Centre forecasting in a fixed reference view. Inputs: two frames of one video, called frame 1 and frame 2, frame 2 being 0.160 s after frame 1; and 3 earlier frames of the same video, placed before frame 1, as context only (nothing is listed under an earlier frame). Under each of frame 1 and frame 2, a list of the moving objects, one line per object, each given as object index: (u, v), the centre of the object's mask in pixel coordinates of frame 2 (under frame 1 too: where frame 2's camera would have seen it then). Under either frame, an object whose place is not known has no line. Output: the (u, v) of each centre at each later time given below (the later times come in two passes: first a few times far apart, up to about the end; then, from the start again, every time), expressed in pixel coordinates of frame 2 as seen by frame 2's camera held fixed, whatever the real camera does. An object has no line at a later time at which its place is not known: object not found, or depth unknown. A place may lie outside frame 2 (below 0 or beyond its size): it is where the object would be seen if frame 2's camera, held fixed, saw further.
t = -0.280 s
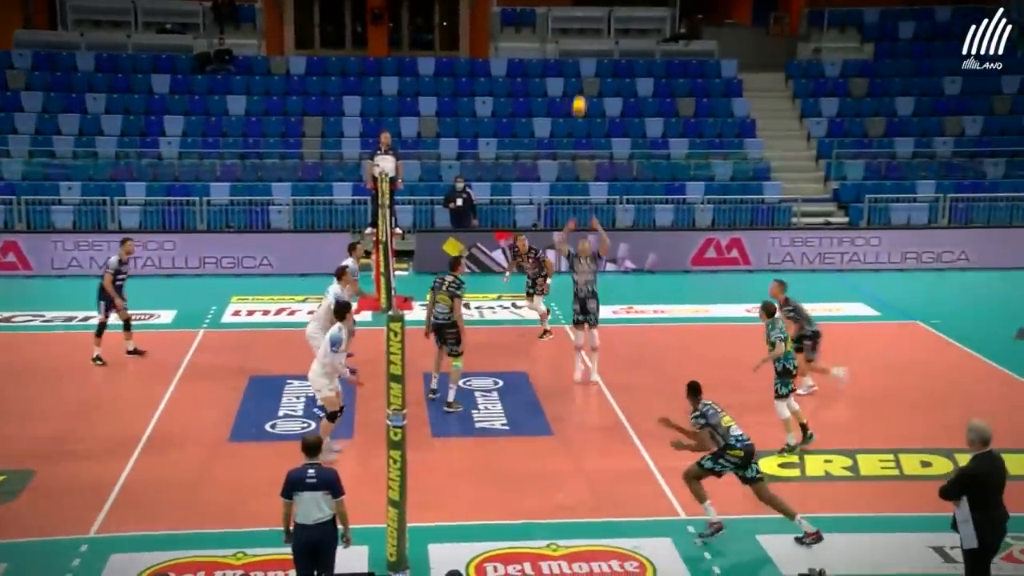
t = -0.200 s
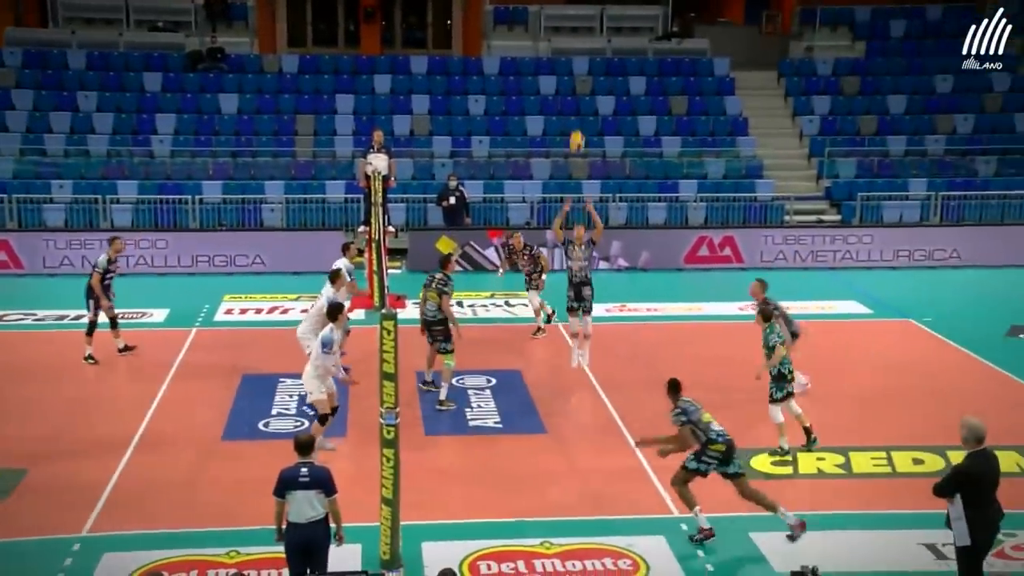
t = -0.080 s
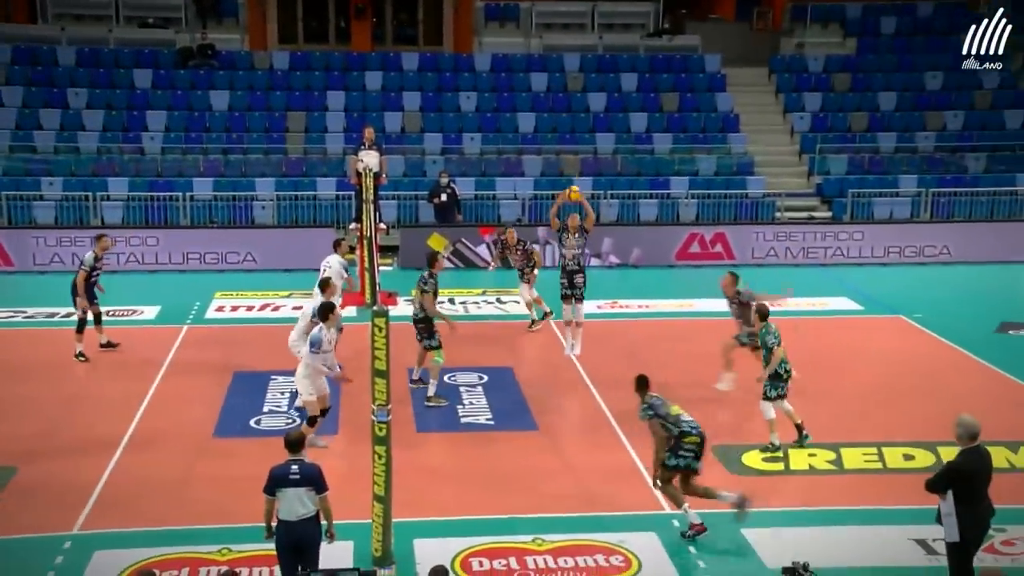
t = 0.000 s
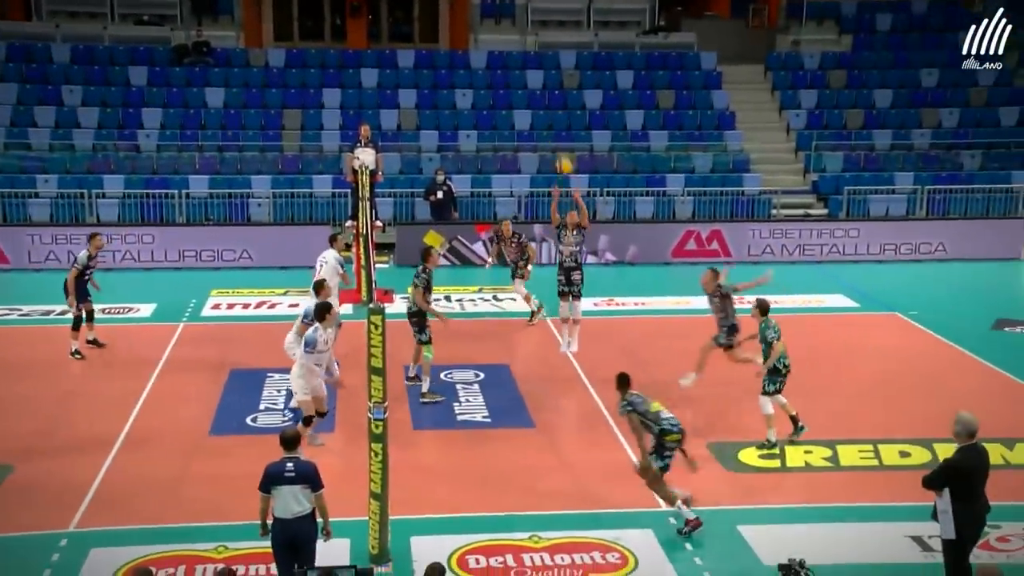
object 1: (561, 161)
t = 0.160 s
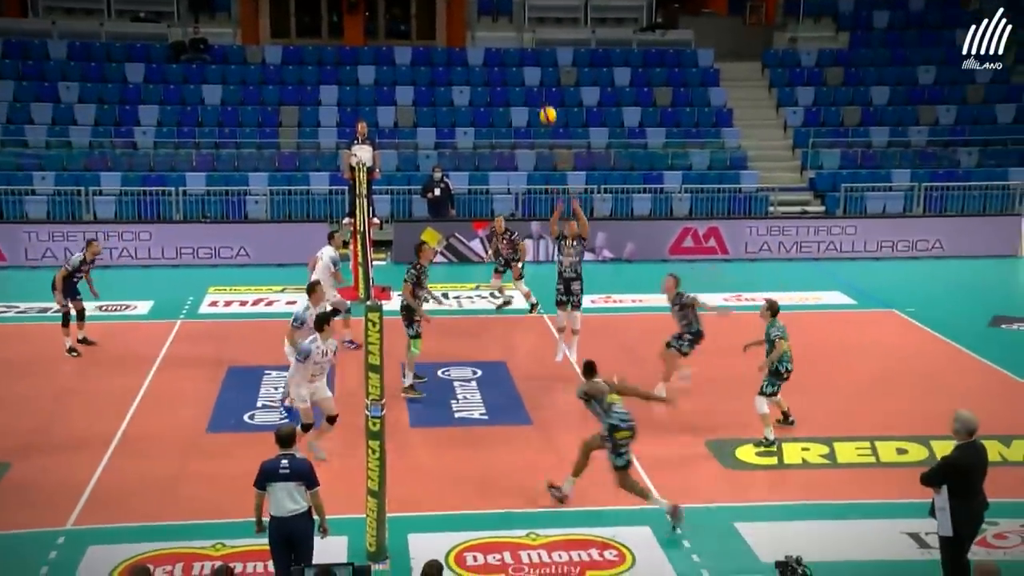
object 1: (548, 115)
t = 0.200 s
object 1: (545, 106)
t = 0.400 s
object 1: (528, 75)
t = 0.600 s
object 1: (511, 75)
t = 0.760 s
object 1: (496, 100)
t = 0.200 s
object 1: (545, 106)
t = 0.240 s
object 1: (541, 97)
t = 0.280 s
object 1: (538, 90)
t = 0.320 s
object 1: (535, 84)
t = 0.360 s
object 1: (532, 78)
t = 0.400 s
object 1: (528, 75)
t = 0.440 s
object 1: (525, 72)
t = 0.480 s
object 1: (522, 70)
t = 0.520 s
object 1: (518, 71)
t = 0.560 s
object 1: (515, 72)
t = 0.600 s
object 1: (511, 75)
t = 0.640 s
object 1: (507, 79)
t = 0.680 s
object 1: (504, 85)
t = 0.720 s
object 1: (500, 91)
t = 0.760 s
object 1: (496, 100)
